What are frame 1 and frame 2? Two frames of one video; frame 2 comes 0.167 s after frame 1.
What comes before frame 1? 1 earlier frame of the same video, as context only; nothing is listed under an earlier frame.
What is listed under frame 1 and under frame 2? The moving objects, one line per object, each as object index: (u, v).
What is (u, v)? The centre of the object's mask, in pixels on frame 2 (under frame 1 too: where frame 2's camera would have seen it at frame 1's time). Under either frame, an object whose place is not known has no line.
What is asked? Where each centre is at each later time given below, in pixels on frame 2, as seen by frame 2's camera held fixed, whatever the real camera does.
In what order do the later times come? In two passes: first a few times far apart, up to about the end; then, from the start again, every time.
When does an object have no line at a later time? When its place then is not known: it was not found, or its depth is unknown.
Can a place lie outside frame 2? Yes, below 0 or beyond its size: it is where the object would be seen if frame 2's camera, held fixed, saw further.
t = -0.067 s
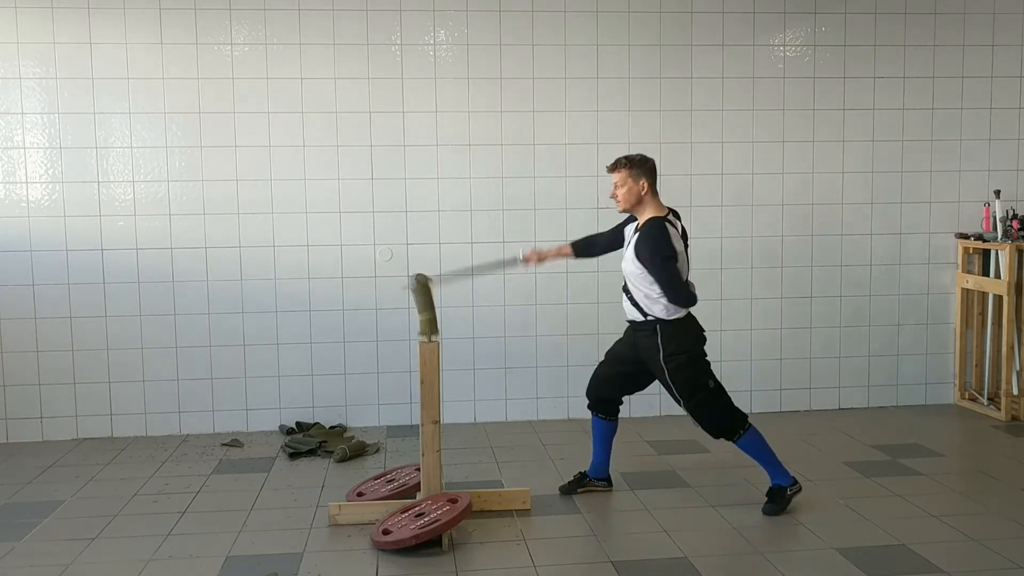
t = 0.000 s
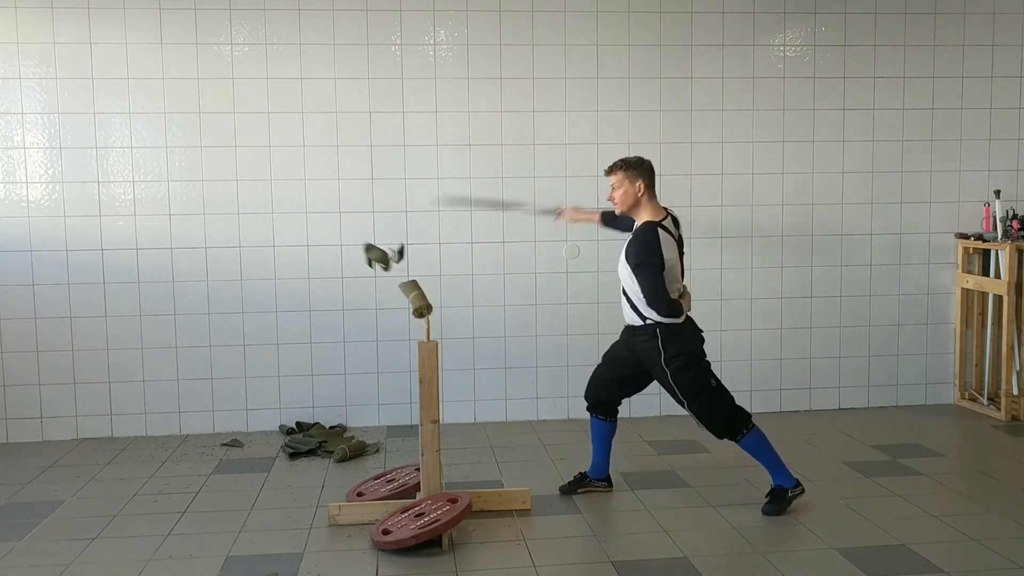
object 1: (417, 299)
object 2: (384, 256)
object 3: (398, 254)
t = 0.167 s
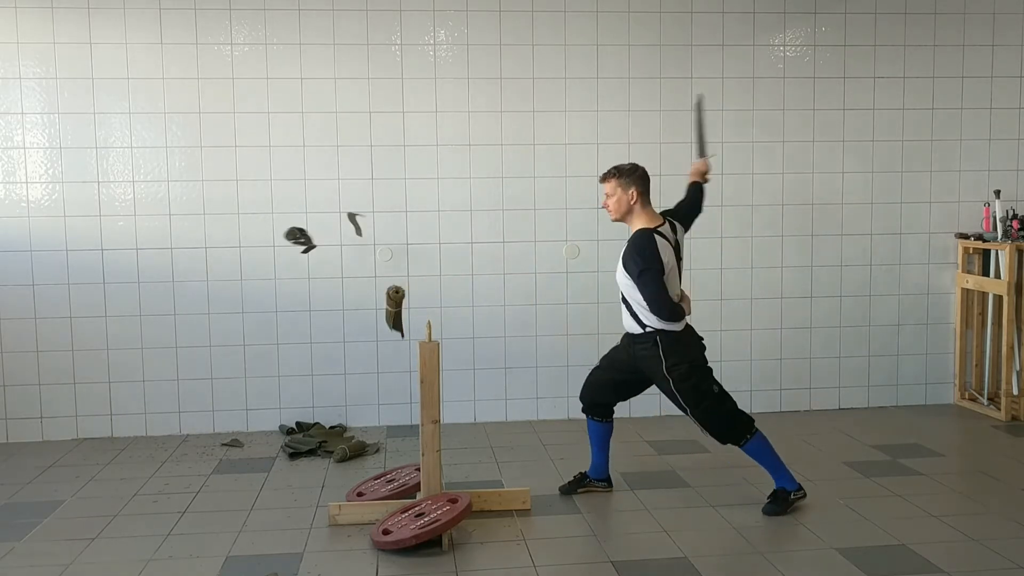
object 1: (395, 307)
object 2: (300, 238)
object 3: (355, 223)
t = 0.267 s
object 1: (383, 338)
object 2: (267, 250)
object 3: (329, 222)
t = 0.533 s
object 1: (364, 457)
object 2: (191, 323)
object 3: (281, 283)
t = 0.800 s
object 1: (364, 463)
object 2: (133, 445)
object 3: (246, 428)
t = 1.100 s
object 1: (367, 464)
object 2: (120, 447)
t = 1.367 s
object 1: (366, 464)
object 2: (120, 447)
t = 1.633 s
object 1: (367, 464)
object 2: (120, 447)
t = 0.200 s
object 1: (391, 316)
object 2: (287, 240)
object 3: (348, 221)
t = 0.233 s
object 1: (387, 326)
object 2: (278, 245)
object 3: (338, 220)
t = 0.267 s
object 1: (383, 338)
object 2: (267, 250)
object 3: (329, 222)
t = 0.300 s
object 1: (380, 353)
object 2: (260, 255)
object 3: (322, 225)
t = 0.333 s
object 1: (377, 370)
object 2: (251, 259)
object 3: (317, 228)
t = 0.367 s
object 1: (374, 388)
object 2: (241, 266)
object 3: (305, 240)
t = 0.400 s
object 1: (371, 408)
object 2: (232, 274)
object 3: (299, 247)
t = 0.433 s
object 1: (369, 429)
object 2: (224, 284)
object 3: (294, 256)
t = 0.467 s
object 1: (365, 451)
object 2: (214, 296)
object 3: (291, 264)
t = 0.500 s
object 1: (363, 461)
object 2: (204, 309)
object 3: (286, 274)
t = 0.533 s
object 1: (364, 457)
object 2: (191, 323)
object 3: (281, 283)
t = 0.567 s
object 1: (364, 454)
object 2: (183, 339)
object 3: (275, 295)
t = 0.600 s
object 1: (364, 453)
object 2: (173, 356)
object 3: (270, 307)
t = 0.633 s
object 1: (364, 454)
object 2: (165, 378)
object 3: (265, 323)
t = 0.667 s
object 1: (364, 457)
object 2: (156, 401)
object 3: (261, 341)
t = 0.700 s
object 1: (364, 463)
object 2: (149, 424)
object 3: (258, 363)
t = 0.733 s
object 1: (363, 463)
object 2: (140, 444)
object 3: (253, 384)
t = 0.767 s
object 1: (363, 462)
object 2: (136, 446)
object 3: (249, 404)
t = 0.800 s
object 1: (364, 463)
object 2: (133, 445)
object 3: (246, 428)
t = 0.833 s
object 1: (364, 464)
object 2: (129, 446)
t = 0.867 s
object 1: (365, 464)
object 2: (127, 446)
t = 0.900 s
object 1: (365, 464)
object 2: (124, 447)
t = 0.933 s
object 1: (365, 464)
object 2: (123, 447)
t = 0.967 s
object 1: (365, 464)
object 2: (122, 447)
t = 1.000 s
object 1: (366, 464)
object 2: (121, 447)
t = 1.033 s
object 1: (366, 464)
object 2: (120, 447)
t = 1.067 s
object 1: (367, 464)
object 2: (120, 447)
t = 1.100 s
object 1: (367, 464)
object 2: (120, 447)
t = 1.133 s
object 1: (367, 464)
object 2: (120, 447)
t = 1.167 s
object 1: (367, 464)
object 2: (120, 447)
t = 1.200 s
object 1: (367, 464)
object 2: (120, 447)
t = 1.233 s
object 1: (367, 464)
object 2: (120, 447)
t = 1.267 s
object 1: (366, 464)
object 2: (120, 447)
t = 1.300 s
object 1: (367, 464)
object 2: (120, 447)
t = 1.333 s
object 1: (366, 464)
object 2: (120, 447)
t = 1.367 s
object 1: (366, 464)
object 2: (120, 447)
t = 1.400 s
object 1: (366, 464)
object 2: (120, 447)
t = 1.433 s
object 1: (367, 464)
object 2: (120, 447)
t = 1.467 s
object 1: (367, 464)
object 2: (120, 447)
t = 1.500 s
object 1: (367, 464)
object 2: (120, 447)
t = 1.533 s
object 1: (367, 464)
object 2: (120, 447)
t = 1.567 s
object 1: (367, 464)
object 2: (120, 447)
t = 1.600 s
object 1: (367, 464)
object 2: (120, 447)
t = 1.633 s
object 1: (367, 464)
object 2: (120, 447)
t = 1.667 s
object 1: (367, 464)
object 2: (120, 447)
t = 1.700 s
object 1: (367, 464)
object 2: (120, 447)
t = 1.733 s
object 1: (367, 464)
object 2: (120, 447)
